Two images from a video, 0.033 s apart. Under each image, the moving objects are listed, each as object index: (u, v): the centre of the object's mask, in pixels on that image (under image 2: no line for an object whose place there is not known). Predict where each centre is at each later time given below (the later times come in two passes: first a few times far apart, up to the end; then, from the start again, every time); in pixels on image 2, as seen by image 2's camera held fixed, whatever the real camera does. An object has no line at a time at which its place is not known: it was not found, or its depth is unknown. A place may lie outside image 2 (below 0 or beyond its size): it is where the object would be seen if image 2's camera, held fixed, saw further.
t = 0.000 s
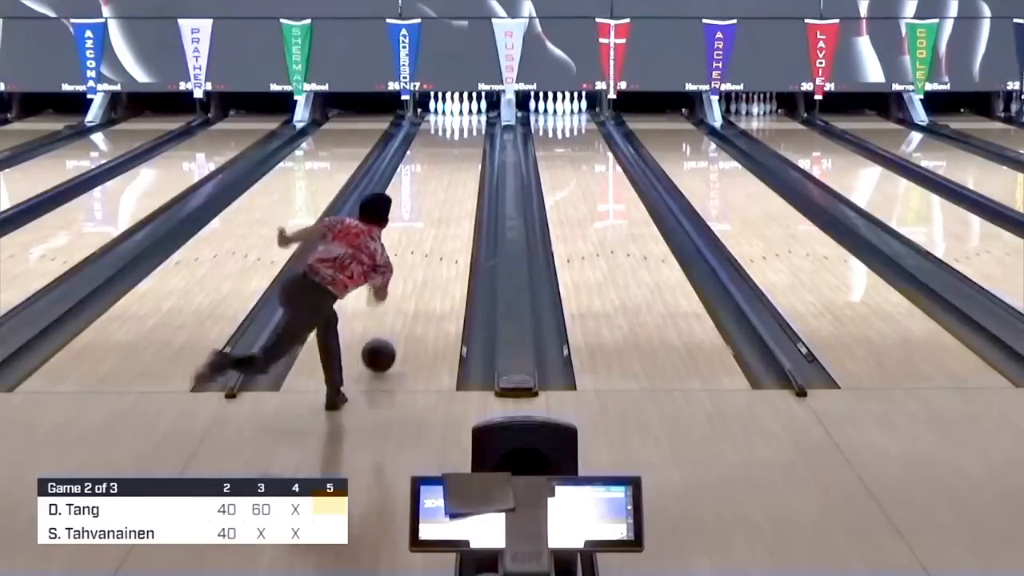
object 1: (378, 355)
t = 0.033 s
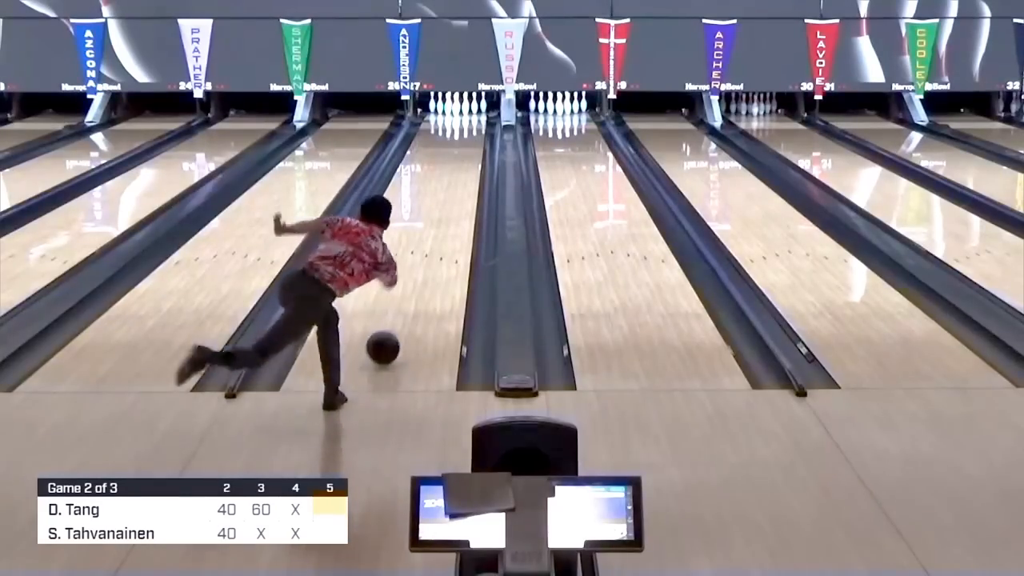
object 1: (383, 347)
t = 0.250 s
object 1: (407, 296)
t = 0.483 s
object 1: (426, 255)
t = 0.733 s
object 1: (440, 221)
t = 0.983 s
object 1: (451, 194)
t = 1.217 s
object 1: (459, 174)
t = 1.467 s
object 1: (465, 157)
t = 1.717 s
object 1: (469, 142)
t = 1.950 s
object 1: (469, 130)
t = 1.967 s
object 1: (469, 130)
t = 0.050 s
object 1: (385, 344)
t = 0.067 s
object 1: (387, 339)
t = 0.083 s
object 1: (389, 335)
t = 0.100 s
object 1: (391, 331)
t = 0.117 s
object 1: (393, 327)
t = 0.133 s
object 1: (395, 323)
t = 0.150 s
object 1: (396, 319)
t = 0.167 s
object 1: (398, 315)
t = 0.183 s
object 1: (400, 311)
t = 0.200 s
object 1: (402, 307)
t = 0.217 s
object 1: (404, 303)
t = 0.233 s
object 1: (405, 300)
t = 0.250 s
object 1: (407, 296)
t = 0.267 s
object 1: (408, 293)
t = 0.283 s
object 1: (410, 290)
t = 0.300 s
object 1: (411, 287)
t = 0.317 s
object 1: (413, 284)
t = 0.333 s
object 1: (414, 280)
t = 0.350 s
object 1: (415, 277)
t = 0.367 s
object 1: (417, 275)
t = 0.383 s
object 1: (418, 272)
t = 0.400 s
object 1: (420, 269)
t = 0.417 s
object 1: (421, 266)
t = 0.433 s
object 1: (423, 263)
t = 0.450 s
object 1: (425, 260)
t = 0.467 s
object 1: (425, 257)
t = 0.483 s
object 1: (426, 255)
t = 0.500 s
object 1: (427, 252)
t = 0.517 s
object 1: (428, 250)
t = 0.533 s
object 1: (429, 247)
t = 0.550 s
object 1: (430, 245)
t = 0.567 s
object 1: (431, 243)
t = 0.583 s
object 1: (432, 240)
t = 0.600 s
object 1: (433, 238)
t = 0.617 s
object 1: (434, 236)
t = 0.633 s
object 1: (435, 233)
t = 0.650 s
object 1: (436, 231)
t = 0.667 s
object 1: (437, 229)
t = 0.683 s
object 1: (438, 227)
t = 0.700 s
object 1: (438, 225)
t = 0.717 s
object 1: (440, 223)
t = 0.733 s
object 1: (440, 221)
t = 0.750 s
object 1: (441, 219)
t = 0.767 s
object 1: (442, 217)
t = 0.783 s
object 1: (443, 215)
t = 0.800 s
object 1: (444, 213)
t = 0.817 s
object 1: (444, 211)
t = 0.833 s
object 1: (445, 209)
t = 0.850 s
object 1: (446, 207)
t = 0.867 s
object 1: (447, 205)
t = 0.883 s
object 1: (447, 204)
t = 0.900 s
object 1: (448, 202)
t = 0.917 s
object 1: (449, 200)
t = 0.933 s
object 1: (449, 199)
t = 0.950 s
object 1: (450, 197)
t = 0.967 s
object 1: (451, 196)
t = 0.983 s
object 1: (451, 194)
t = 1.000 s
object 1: (452, 192)
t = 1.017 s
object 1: (452, 191)
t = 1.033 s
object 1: (453, 189)
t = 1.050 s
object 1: (454, 188)
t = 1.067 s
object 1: (455, 186)
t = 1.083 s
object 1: (455, 185)
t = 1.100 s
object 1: (455, 183)
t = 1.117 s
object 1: (456, 182)
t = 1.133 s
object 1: (457, 181)
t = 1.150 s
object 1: (457, 179)
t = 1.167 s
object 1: (458, 178)
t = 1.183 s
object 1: (458, 176)
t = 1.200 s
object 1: (459, 175)
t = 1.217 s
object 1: (459, 174)
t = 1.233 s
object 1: (460, 173)
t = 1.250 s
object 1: (460, 171)
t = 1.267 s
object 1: (461, 170)
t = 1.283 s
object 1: (461, 169)
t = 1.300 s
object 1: (462, 168)
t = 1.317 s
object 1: (462, 166)
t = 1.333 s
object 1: (462, 165)
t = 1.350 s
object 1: (463, 164)
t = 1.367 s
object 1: (463, 163)
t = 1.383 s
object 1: (464, 162)
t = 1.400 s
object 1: (464, 161)
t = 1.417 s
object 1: (464, 160)
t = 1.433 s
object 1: (464, 159)
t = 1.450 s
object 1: (465, 158)
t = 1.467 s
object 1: (465, 157)
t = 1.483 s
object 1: (466, 156)
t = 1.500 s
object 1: (466, 155)
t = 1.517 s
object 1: (466, 154)
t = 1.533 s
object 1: (466, 153)
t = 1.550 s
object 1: (467, 152)
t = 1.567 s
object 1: (467, 151)
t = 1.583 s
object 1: (467, 150)
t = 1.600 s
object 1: (468, 149)
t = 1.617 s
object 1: (468, 148)
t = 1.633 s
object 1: (468, 146)
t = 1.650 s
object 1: (468, 146)
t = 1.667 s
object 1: (468, 145)
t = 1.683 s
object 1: (468, 144)
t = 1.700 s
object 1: (469, 143)
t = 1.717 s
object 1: (469, 142)
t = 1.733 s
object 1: (469, 141)
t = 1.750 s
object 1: (469, 140)
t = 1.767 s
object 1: (469, 140)
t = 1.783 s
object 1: (469, 139)
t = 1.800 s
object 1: (469, 138)
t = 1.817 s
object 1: (469, 137)
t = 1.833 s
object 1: (469, 136)
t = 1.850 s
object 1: (469, 135)
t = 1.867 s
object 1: (469, 134)
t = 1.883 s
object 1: (469, 134)
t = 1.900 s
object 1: (469, 133)
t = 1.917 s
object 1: (469, 132)
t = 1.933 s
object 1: (469, 131)
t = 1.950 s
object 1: (469, 130)
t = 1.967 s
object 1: (469, 130)
